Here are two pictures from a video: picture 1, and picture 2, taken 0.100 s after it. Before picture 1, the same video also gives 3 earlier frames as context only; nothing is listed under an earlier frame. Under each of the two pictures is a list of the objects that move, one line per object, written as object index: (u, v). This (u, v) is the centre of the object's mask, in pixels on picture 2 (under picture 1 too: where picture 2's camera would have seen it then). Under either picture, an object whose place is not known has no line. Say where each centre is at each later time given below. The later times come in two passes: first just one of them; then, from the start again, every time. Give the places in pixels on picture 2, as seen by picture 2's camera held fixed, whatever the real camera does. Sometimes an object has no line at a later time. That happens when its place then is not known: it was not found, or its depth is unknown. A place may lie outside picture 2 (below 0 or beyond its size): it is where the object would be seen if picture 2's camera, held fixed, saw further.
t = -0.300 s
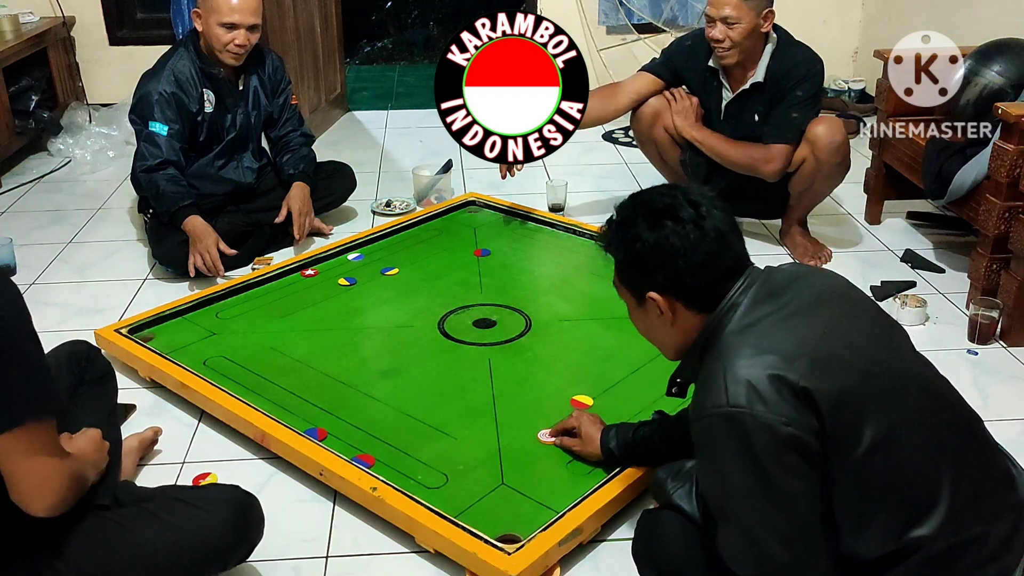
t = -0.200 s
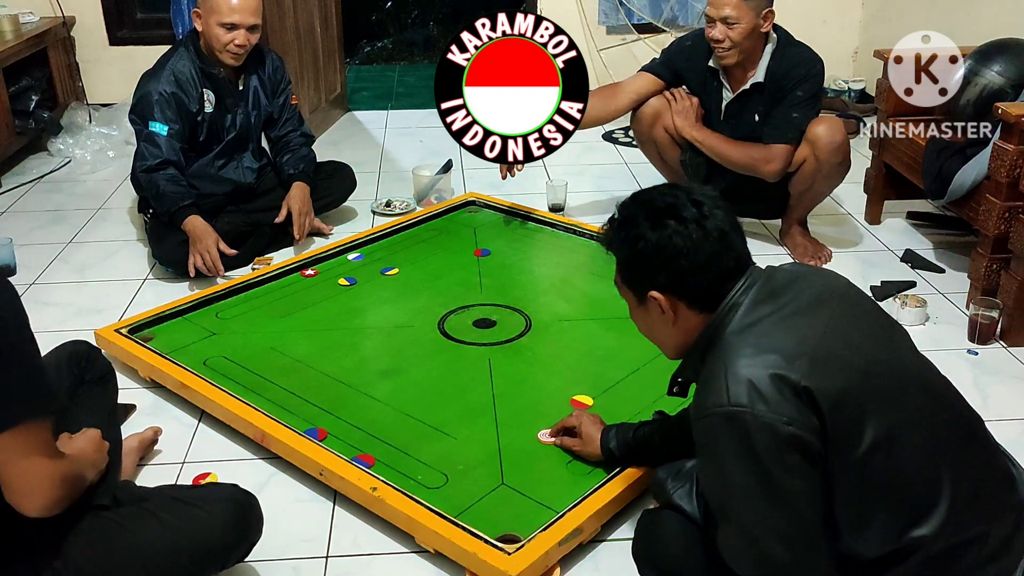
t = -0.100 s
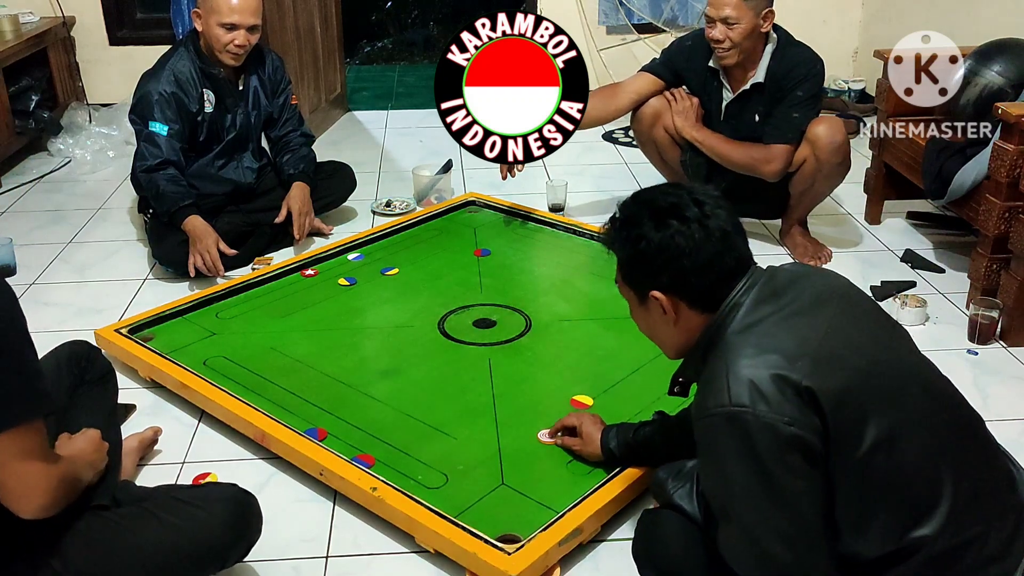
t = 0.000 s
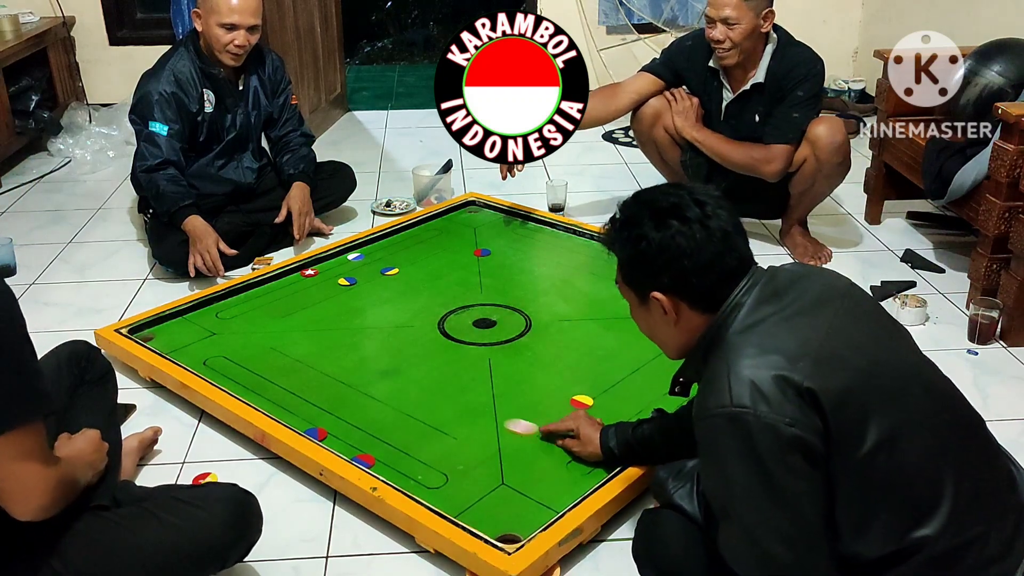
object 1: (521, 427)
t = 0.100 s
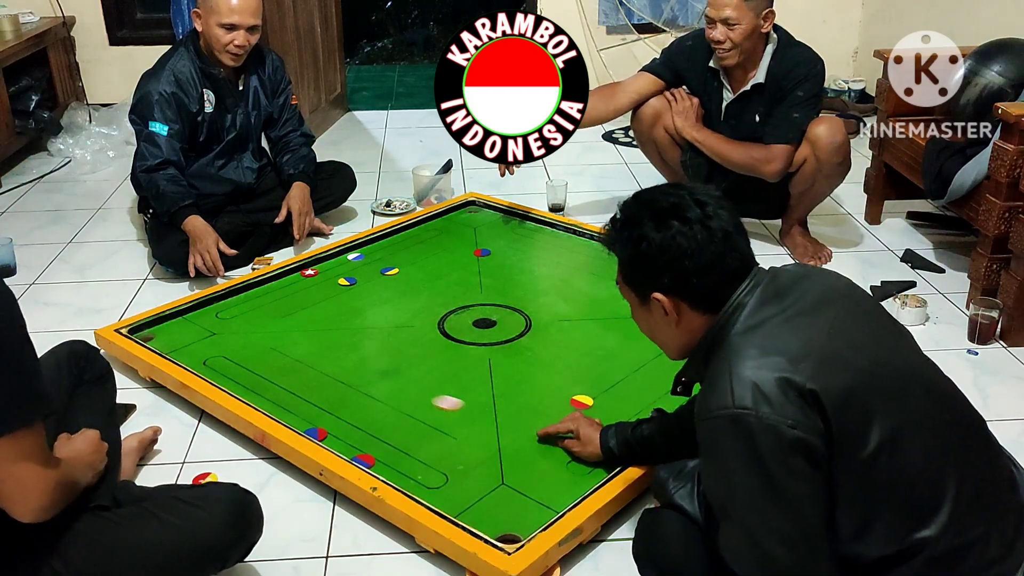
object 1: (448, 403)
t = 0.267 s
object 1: (339, 368)
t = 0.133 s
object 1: (425, 395)
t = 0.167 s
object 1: (402, 388)
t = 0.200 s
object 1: (380, 381)
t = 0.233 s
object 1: (359, 374)
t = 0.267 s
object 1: (339, 368)
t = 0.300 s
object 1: (319, 361)
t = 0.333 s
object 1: (299, 355)
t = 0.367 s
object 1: (281, 349)
